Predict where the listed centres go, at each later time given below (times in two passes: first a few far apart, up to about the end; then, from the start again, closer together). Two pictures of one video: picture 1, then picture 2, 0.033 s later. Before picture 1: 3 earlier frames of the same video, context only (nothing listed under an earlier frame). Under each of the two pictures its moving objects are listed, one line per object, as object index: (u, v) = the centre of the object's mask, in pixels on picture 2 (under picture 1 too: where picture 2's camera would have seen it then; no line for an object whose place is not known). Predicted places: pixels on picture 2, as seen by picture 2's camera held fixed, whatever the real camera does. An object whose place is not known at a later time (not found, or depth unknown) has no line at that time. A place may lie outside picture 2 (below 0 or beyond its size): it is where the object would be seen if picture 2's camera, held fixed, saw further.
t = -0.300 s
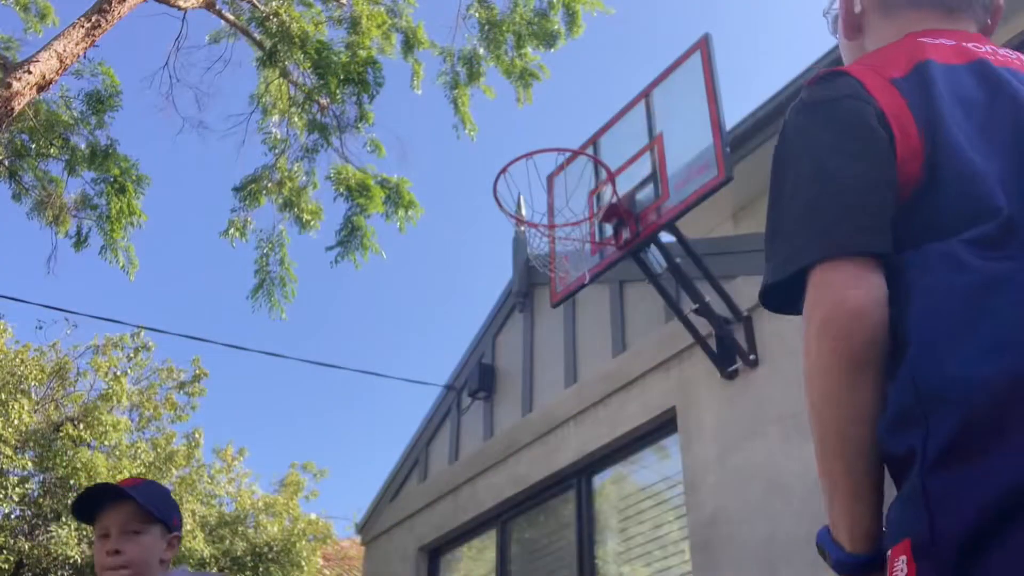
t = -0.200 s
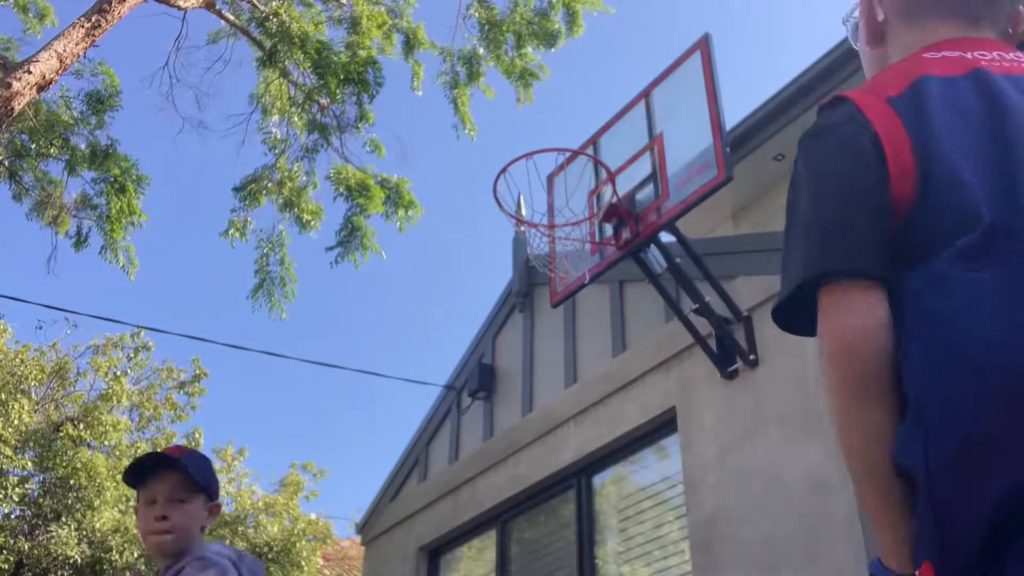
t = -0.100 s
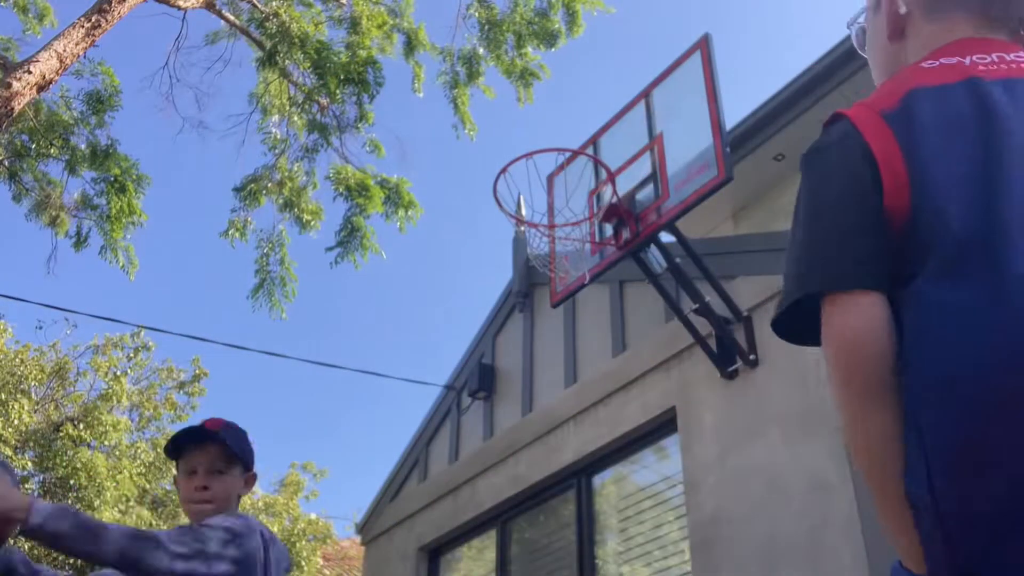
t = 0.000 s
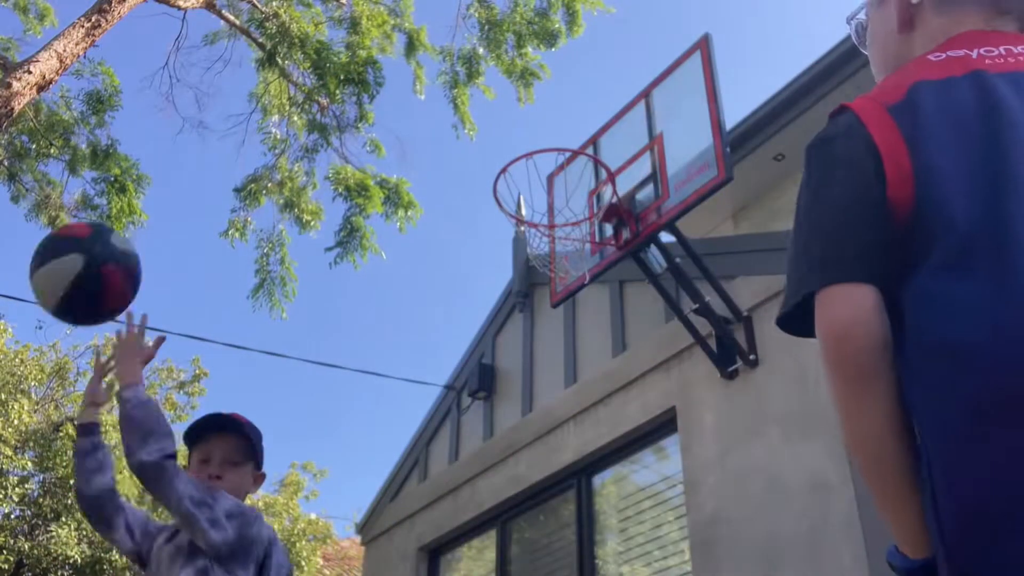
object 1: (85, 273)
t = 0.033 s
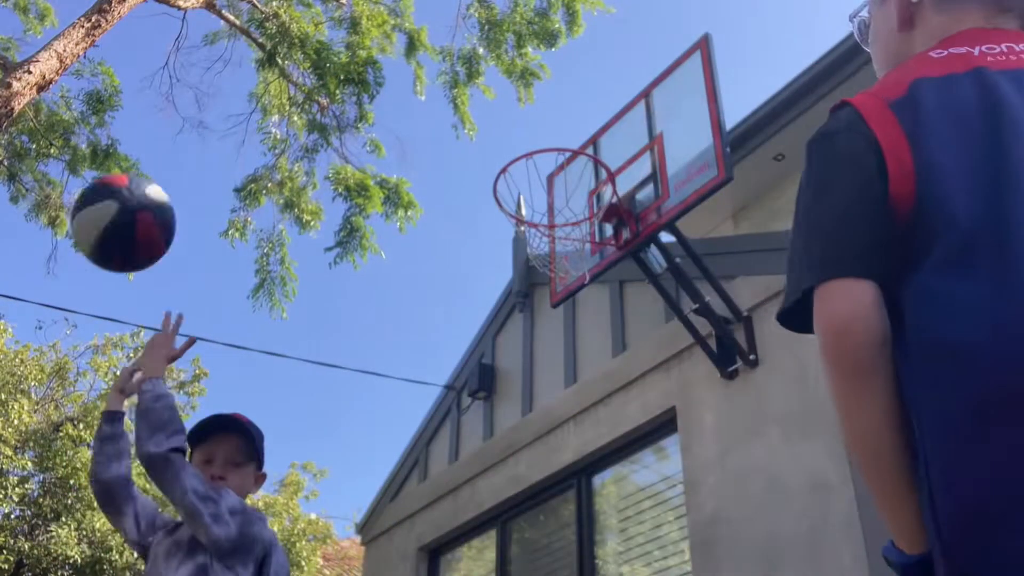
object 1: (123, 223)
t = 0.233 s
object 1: (274, 66)
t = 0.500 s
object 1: (380, 47)
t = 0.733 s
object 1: (442, 142)
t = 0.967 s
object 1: (497, 352)
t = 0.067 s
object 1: (157, 182)
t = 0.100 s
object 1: (185, 148)
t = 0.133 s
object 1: (211, 120)
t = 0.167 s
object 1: (234, 98)
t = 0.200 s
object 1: (255, 80)
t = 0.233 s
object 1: (274, 66)
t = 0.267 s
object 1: (291, 54)
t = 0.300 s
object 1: (307, 47)
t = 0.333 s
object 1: (321, 41)
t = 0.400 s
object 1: (346, 37)
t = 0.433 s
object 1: (358, 38)
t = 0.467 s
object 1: (369, 41)
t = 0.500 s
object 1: (380, 47)
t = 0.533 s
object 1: (389, 55)
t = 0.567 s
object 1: (399, 65)
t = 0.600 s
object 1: (408, 76)
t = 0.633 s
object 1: (417, 90)
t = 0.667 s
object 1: (426, 105)
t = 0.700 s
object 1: (434, 123)
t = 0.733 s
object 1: (442, 142)
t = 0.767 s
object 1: (450, 165)
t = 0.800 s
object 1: (458, 189)
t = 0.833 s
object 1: (465, 216)
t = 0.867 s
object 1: (473, 245)
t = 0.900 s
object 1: (481, 278)
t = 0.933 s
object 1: (488, 313)
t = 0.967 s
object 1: (497, 352)
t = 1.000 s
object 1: (504, 394)
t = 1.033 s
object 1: (513, 441)
